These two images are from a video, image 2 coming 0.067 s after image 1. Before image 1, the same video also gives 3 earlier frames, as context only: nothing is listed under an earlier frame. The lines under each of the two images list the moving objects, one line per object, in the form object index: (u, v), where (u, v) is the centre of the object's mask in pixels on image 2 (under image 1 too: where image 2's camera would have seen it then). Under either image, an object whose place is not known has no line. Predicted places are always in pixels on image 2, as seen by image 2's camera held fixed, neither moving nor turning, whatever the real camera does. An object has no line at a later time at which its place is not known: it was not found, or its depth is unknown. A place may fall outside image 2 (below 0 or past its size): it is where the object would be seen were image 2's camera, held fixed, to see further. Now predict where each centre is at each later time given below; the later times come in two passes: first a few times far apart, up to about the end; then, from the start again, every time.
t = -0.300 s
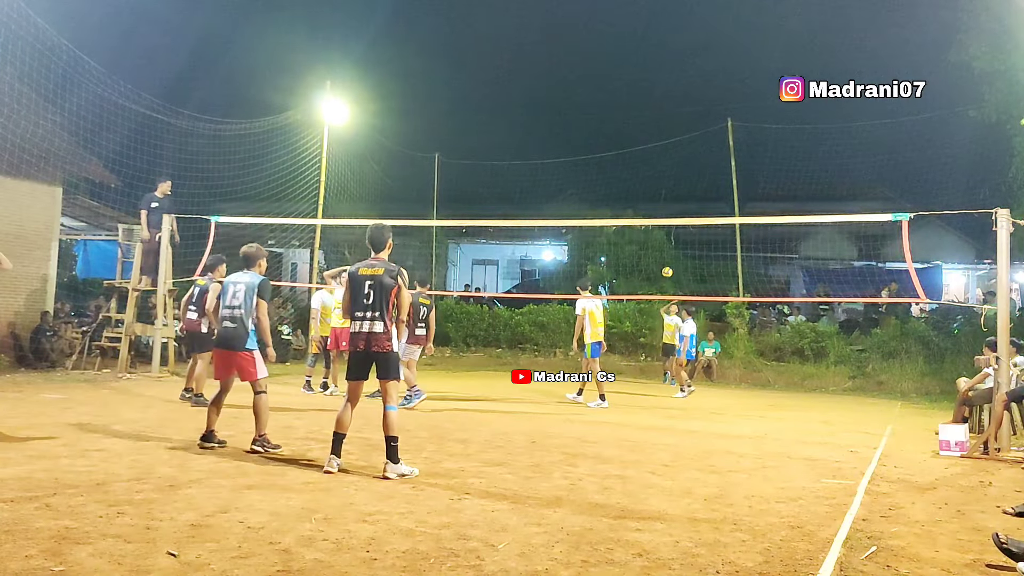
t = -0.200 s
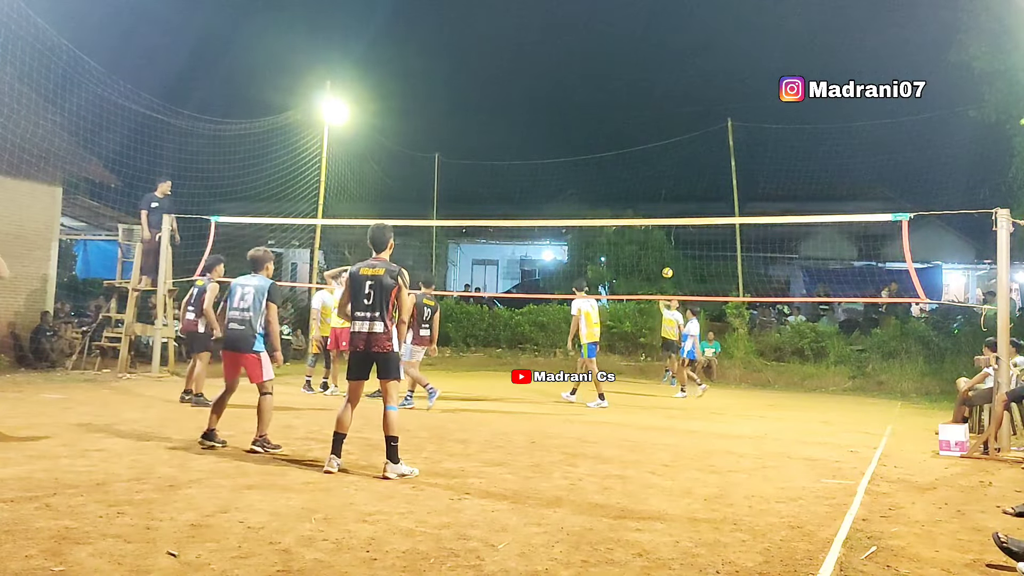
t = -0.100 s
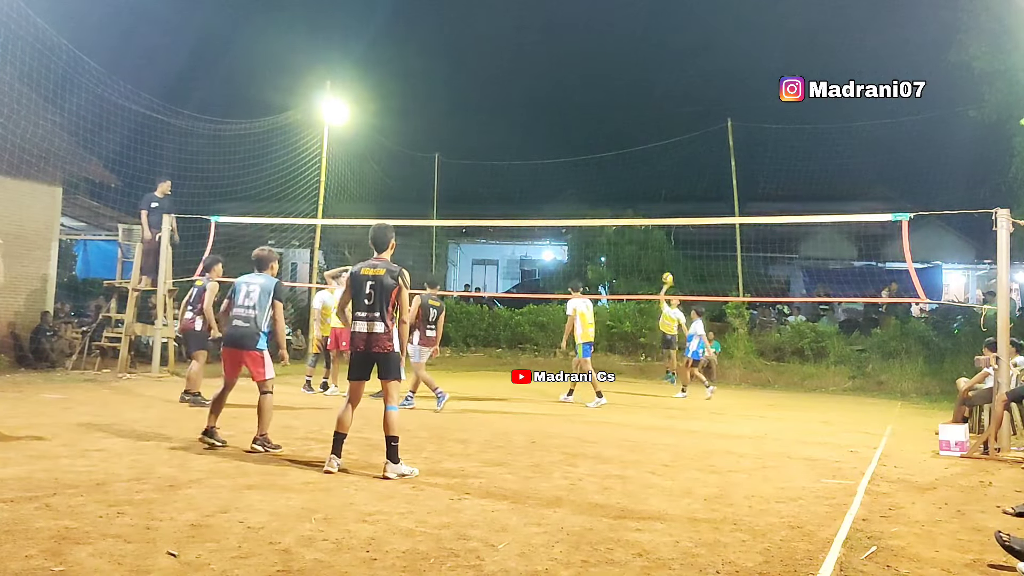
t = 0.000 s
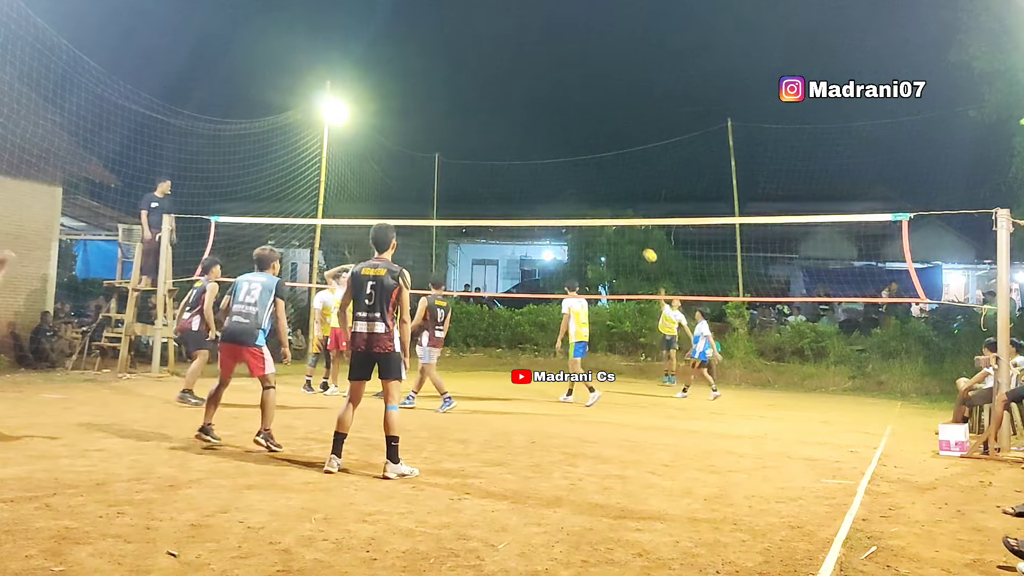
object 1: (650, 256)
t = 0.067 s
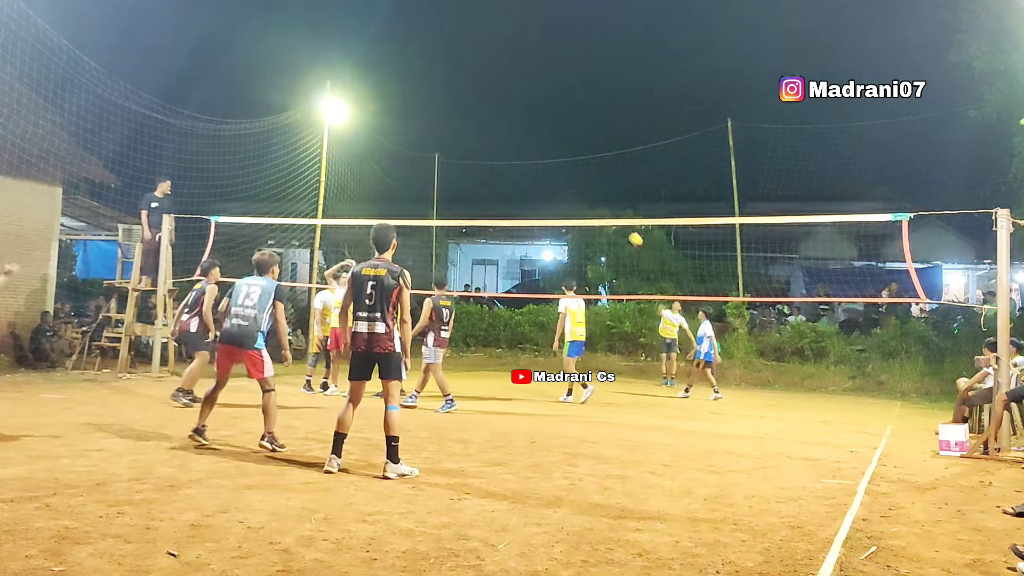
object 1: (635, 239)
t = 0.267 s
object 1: (581, 199)
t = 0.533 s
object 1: (473, 172)
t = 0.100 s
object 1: (628, 232)
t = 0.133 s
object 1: (620, 225)
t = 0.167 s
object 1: (610, 215)
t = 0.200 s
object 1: (602, 211)
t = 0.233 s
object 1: (592, 205)
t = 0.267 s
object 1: (581, 199)
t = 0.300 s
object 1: (571, 194)
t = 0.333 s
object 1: (559, 189)
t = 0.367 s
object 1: (547, 184)
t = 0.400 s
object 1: (534, 180)
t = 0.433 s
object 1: (520, 177)
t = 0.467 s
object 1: (505, 175)
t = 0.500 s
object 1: (490, 173)
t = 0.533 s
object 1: (473, 172)
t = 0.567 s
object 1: (456, 173)
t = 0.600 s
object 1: (438, 174)
